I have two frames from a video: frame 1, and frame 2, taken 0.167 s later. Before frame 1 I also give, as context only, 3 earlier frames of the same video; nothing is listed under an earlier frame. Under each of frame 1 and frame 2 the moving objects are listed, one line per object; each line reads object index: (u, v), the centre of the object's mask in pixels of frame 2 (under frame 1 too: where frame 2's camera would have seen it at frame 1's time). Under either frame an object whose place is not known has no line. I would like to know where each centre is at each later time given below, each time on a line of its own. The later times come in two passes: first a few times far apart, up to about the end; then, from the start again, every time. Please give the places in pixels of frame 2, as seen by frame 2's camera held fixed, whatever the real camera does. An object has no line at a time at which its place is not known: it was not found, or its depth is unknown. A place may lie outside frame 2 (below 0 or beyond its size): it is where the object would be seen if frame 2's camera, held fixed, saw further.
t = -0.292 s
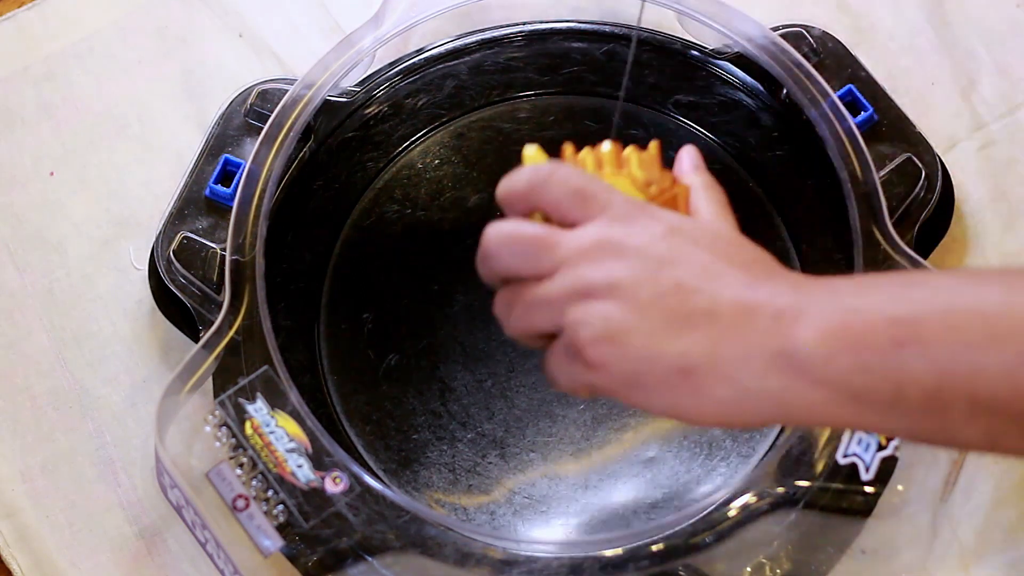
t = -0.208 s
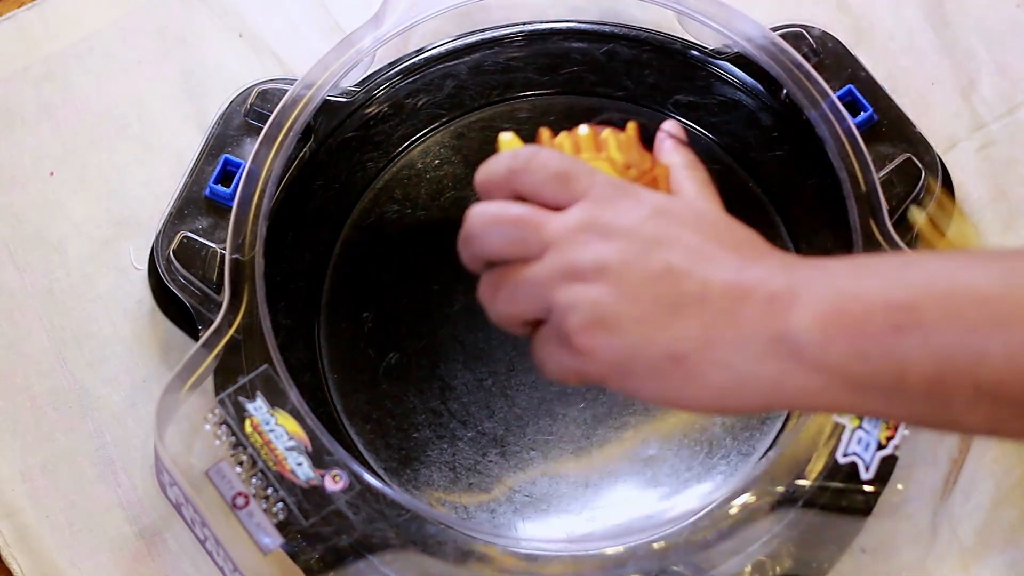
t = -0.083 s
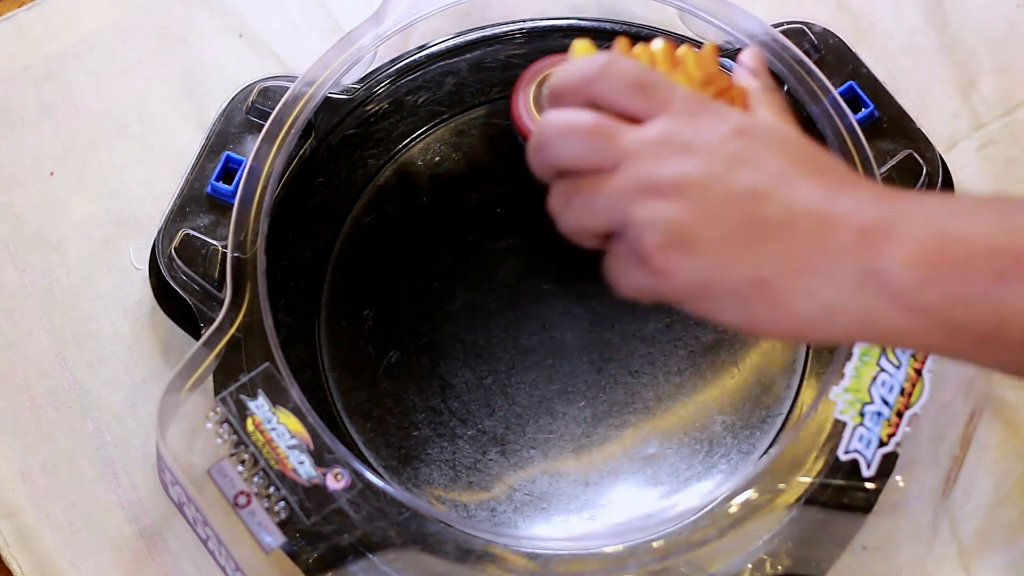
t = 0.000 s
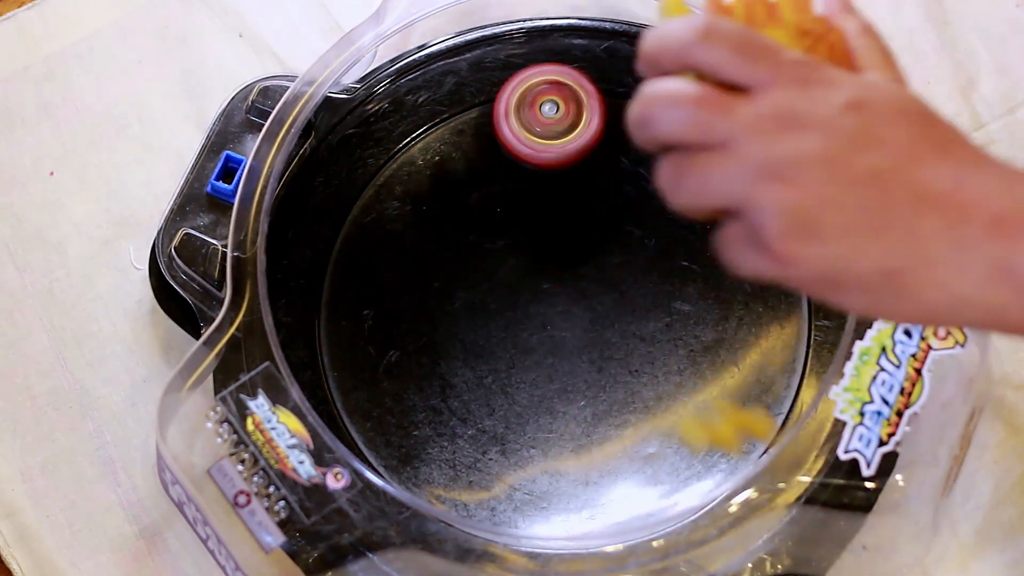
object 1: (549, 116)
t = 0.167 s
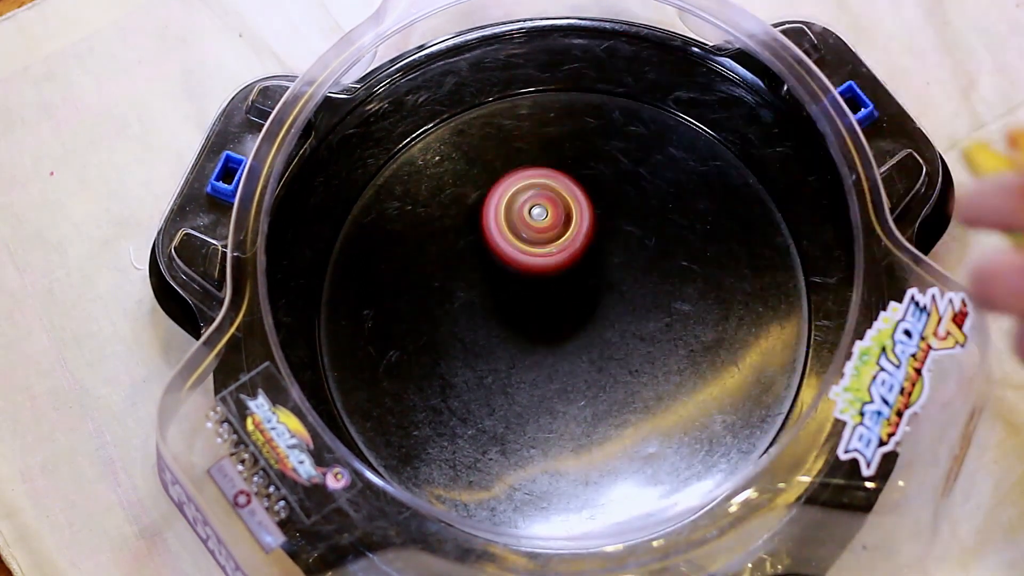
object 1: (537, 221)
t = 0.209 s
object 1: (543, 250)
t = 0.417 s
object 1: (575, 394)
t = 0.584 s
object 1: (543, 427)
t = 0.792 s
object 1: (496, 375)
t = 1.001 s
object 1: (496, 263)
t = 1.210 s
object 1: (608, 234)
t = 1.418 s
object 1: (673, 329)
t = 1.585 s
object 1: (627, 412)
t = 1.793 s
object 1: (496, 418)
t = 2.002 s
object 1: (419, 310)
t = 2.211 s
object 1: (495, 191)
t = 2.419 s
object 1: (662, 211)
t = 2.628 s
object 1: (719, 357)
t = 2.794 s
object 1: (617, 453)
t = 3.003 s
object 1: (438, 404)
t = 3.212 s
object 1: (423, 227)
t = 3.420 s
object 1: (596, 147)
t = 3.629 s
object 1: (747, 273)
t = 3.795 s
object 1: (698, 425)
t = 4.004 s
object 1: (475, 460)
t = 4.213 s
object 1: (377, 286)
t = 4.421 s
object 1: (532, 131)
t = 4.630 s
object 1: (741, 196)
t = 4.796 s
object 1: (756, 371)
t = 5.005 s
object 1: (541, 485)
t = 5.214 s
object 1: (353, 349)
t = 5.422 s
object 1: (426, 143)
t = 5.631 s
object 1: (668, 124)
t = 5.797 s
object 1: (787, 286)
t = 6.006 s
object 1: (644, 494)
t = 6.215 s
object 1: (389, 439)
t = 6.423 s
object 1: (361, 199)
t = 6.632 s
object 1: (592, 90)
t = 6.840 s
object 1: (792, 270)
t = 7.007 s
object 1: (685, 465)
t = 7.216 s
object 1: (409, 445)
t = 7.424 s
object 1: (365, 197)
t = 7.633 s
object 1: (612, 92)
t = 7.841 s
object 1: (792, 304)
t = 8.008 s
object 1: (649, 499)
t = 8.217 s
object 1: (372, 411)
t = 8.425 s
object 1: (397, 154)
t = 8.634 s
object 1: (673, 111)
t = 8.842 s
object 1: (768, 378)
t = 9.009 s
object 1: (558, 514)
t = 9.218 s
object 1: (336, 334)
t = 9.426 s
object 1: (470, 104)
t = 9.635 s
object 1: (751, 179)
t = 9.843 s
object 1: (702, 456)
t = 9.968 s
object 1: (516, 511)
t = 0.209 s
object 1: (543, 250)
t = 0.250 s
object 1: (552, 280)
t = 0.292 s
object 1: (563, 311)
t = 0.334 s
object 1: (572, 342)
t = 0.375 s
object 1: (576, 370)
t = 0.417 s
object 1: (575, 394)
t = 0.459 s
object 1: (570, 411)
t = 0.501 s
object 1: (562, 421)
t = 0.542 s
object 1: (553, 426)
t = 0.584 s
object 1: (543, 427)
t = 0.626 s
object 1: (534, 424)
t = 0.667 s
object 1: (525, 417)
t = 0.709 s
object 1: (515, 406)
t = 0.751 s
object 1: (505, 391)
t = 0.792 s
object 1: (496, 375)
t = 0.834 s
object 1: (487, 356)
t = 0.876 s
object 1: (480, 334)
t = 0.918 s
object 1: (479, 309)
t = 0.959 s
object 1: (484, 284)
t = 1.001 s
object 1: (496, 263)
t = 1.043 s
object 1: (513, 245)
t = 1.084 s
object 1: (535, 235)
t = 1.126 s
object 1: (559, 228)
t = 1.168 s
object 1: (584, 229)
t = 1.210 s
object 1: (608, 234)
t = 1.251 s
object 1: (629, 247)
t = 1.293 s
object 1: (648, 264)
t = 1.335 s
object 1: (662, 284)
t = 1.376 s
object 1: (671, 306)
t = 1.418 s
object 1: (673, 329)
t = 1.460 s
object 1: (670, 352)
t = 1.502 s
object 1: (661, 376)
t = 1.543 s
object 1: (646, 395)
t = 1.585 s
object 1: (627, 412)
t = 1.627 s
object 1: (604, 425)
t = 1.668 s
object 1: (577, 431)
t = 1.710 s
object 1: (550, 433)
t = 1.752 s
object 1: (522, 428)
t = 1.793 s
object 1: (496, 418)
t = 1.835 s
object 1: (471, 405)
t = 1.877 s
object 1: (450, 386)
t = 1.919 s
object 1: (432, 363)
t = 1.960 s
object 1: (423, 337)
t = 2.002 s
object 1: (419, 310)
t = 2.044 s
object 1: (422, 281)
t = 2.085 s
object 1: (432, 254)
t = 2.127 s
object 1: (447, 230)
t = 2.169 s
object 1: (468, 208)
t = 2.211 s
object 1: (495, 191)
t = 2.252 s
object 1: (527, 184)
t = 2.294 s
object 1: (560, 180)
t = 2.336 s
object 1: (596, 184)
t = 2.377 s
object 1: (631, 194)
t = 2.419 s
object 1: (662, 211)
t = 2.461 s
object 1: (690, 233)
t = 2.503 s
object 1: (710, 261)
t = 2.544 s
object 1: (723, 293)
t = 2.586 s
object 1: (726, 325)
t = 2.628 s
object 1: (719, 357)
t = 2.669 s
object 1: (705, 388)
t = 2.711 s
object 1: (681, 415)
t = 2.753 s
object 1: (650, 437)
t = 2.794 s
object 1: (617, 453)
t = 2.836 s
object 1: (578, 461)
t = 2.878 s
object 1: (538, 459)
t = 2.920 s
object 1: (501, 450)
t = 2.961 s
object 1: (466, 431)
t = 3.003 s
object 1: (438, 404)
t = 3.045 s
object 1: (415, 372)
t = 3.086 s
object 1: (404, 337)
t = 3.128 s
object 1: (400, 299)
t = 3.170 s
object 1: (408, 261)
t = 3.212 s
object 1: (423, 227)
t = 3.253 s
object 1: (449, 196)
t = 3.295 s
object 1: (478, 172)
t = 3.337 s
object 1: (515, 155)
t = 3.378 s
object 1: (554, 146)
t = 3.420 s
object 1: (596, 147)
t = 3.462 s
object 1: (635, 157)
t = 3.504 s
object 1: (673, 175)
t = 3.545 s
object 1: (705, 202)
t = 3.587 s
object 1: (731, 235)
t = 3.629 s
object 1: (747, 273)
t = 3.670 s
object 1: (751, 312)
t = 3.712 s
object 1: (744, 353)
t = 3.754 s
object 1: (726, 392)
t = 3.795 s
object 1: (698, 425)
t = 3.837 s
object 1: (661, 453)
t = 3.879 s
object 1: (617, 469)
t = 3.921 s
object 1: (569, 476)
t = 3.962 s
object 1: (522, 473)
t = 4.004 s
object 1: (475, 460)
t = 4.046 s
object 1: (436, 438)
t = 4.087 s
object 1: (405, 406)
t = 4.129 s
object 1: (383, 370)
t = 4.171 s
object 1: (374, 329)
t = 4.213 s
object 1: (377, 286)
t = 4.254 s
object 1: (392, 245)
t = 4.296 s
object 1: (417, 208)
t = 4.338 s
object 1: (448, 173)
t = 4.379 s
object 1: (488, 148)
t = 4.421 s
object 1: (532, 131)
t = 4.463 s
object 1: (578, 122)
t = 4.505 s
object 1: (624, 125)
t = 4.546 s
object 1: (669, 138)
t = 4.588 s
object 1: (708, 162)
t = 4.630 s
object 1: (741, 196)
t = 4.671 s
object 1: (762, 235)
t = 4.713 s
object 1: (773, 280)
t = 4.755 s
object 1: (771, 326)
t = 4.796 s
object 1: (756, 371)
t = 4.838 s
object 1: (729, 413)
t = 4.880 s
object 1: (691, 446)
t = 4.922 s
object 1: (645, 470)
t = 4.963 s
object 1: (594, 484)
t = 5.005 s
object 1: (541, 485)
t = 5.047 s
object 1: (490, 477)
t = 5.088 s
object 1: (444, 457)
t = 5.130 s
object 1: (404, 428)
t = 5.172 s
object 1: (372, 391)
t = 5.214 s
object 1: (353, 349)
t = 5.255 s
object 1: (345, 302)
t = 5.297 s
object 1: (351, 258)
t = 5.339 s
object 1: (366, 213)
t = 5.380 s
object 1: (390, 176)
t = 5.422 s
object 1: (426, 143)
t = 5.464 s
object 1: (468, 120)
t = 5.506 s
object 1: (517, 106)
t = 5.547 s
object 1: (567, 100)
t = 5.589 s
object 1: (619, 106)
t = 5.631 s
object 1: (668, 124)
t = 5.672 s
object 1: (714, 151)
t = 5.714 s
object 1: (749, 189)
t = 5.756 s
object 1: (775, 234)
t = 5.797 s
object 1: (787, 286)
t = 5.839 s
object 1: (782, 337)
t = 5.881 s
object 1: (761, 386)
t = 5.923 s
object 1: (729, 428)
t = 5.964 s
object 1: (689, 461)
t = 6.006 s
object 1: (644, 494)
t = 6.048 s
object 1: (587, 512)
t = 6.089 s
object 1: (530, 515)
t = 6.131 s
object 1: (476, 501)
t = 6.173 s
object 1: (429, 474)
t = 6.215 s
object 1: (389, 439)
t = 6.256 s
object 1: (361, 396)
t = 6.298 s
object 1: (340, 350)
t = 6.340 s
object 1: (335, 298)
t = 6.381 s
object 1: (342, 247)
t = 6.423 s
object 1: (361, 199)
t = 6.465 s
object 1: (392, 159)
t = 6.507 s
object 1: (433, 126)
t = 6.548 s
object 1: (482, 104)
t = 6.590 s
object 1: (536, 90)
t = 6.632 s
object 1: (592, 90)
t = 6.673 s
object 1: (647, 102)
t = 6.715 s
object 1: (700, 127)
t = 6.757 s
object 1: (740, 167)
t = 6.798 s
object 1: (773, 215)
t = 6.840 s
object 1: (792, 270)
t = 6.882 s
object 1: (787, 329)
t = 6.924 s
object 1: (768, 384)
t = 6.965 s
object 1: (733, 429)
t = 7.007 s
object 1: (685, 465)
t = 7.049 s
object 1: (636, 505)
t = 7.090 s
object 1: (571, 514)
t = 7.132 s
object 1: (507, 508)
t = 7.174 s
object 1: (450, 489)
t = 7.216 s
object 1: (409, 445)
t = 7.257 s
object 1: (369, 405)
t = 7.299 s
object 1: (342, 356)
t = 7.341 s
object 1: (335, 301)
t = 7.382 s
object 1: (343, 246)
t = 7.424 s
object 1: (365, 197)
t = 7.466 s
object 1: (399, 154)
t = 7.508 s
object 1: (443, 120)
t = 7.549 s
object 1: (495, 98)
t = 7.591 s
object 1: (553, 88)
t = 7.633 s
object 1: (612, 92)
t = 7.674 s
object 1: (668, 110)
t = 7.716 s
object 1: (719, 142)
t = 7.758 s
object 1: (760, 187)
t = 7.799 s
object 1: (785, 243)
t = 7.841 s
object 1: (792, 304)
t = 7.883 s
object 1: (778, 363)
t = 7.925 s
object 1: (752, 421)
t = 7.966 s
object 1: (701, 456)
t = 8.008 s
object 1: (649, 499)
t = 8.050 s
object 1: (585, 514)
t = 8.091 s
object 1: (520, 510)
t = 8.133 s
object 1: (460, 490)
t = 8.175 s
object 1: (412, 452)
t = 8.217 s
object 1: (372, 411)
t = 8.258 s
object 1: (344, 362)
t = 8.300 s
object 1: (333, 306)
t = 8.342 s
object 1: (340, 250)
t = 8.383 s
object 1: (363, 197)
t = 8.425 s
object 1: (397, 154)
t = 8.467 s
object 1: (443, 121)
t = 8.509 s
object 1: (495, 97)
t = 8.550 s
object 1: (554, 87)
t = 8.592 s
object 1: (615, 92)
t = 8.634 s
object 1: (673, 111)
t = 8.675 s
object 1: (724, 148)
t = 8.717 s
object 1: (764, 196)
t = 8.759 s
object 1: (786, 256)
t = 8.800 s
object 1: (791, 318)
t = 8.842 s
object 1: (768, 378)
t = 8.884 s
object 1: (734, 429)
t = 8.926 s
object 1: (683, 467)
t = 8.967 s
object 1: (627, 506)
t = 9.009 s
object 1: (558, 514)
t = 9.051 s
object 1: (493, 504)
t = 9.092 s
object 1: (433, 477)
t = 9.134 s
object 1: (391, 433)
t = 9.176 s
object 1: (357, 387)
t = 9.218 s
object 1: (336, 334)
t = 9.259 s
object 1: (335, 277)
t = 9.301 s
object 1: (350, 222)
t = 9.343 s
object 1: (380, 173)
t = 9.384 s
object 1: (421, 135)
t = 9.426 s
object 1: (470, 104)
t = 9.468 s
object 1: (529, 88)
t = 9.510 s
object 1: (591, 88)
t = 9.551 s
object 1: (651, 102)
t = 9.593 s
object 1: (707, 133)
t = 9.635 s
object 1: (751, 179)
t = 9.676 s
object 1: (778, 236)
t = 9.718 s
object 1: (792, 296)
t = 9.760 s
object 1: (778, 358)
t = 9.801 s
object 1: (753, 418)
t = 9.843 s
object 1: (702, 456)
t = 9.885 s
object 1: (650, 499)
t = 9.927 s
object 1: (582, 514)
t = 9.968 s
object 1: (516, 511)
